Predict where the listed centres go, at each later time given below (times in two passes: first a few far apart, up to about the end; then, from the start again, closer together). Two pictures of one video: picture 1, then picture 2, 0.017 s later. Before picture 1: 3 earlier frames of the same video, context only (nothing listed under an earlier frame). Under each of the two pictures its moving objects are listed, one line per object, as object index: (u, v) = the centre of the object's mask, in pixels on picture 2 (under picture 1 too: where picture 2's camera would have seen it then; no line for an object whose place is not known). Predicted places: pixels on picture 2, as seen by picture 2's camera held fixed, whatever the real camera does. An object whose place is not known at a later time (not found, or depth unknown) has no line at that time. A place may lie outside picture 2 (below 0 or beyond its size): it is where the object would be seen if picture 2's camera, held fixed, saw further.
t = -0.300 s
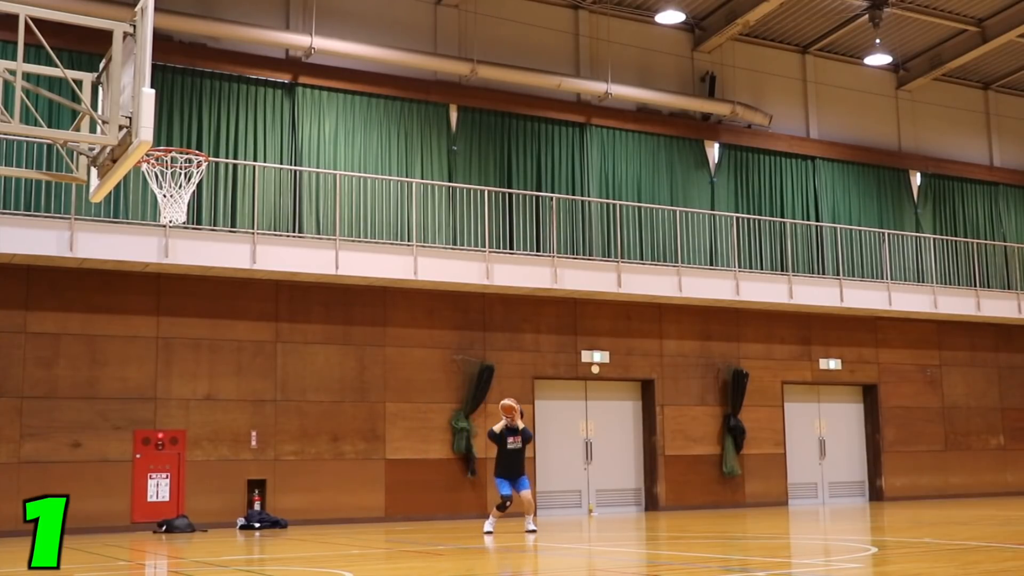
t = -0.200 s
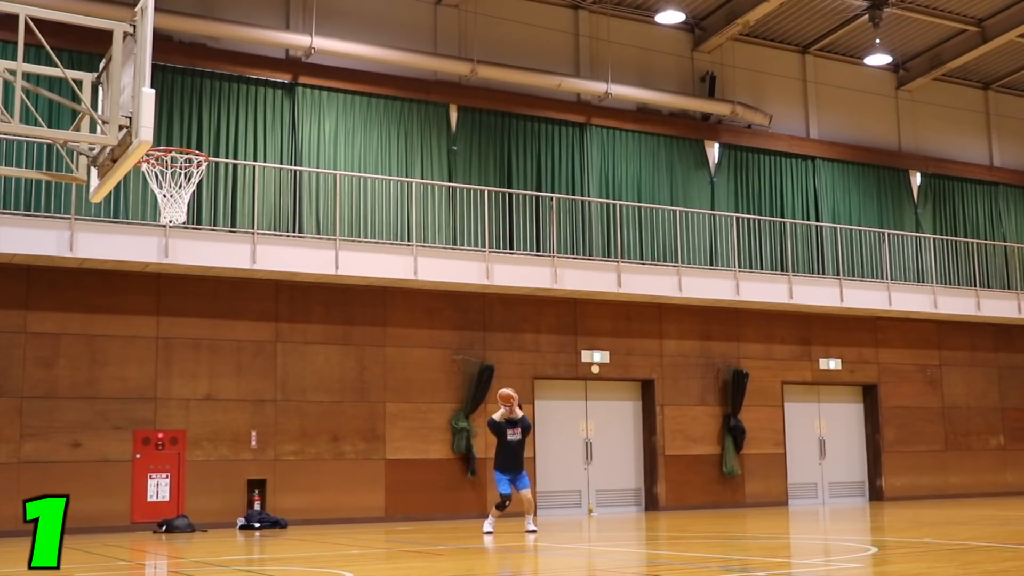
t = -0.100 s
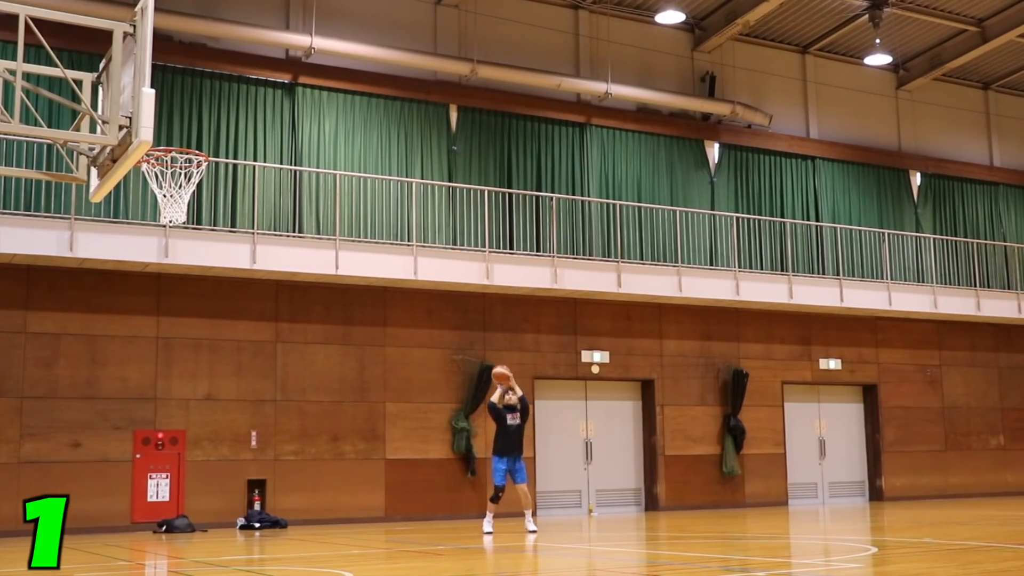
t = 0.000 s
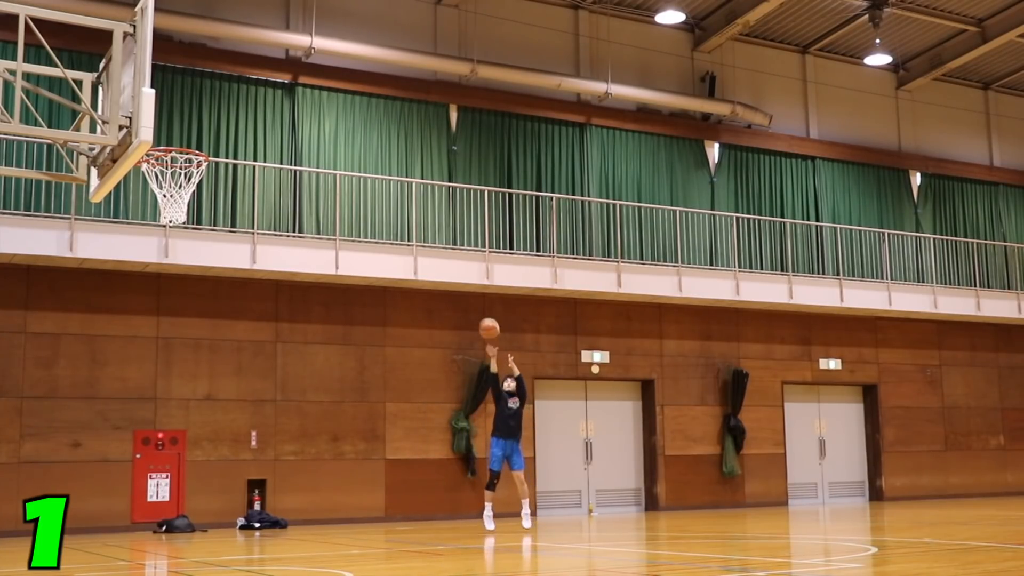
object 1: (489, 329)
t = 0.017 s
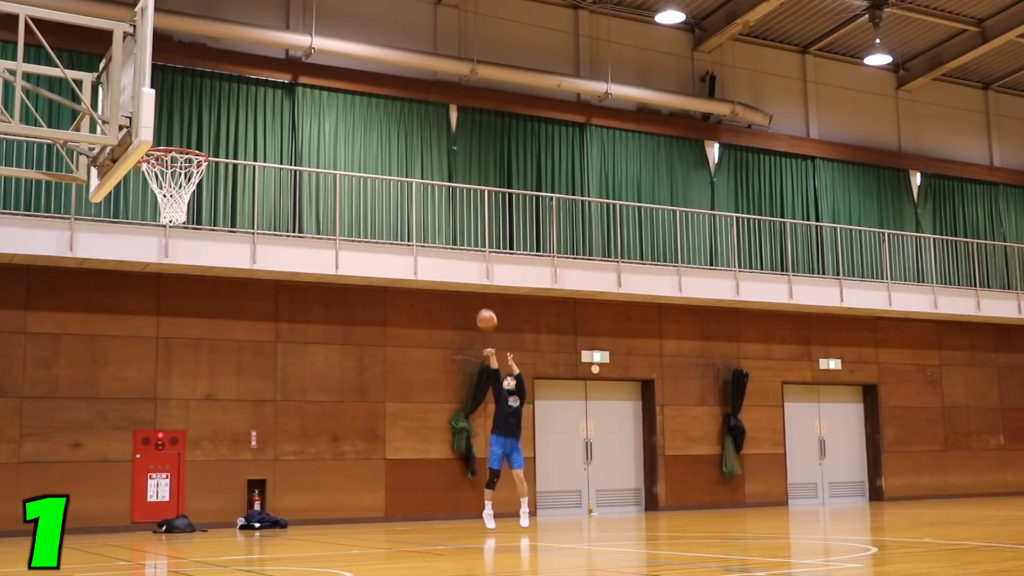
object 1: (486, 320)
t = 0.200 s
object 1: (454, 230)
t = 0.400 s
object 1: (415, 152)
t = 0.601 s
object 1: (371, 101)
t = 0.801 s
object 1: (318, 82)
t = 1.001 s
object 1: (254, 105)
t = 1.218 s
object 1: (184, 124)
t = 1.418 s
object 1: (164, 94)
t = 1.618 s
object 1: (212, 117)
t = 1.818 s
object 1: (262, 193)
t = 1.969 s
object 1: (299, 289)
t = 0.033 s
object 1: (484, 311)
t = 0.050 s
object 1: (481, 302)
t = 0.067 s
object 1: (478, 295)
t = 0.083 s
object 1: (475, 286)
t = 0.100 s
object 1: (472, 277)
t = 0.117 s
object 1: (469, 269)
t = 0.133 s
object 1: (466, 260)
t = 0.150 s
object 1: (463, 252)
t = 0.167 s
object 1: (460, 244)
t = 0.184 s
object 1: (457, 237)
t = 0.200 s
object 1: (454, 230)
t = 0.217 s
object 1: (451, 222)
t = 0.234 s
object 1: (448, 214)
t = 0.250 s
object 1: (445, 207)
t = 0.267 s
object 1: (442, 201)
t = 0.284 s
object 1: (438, 194)
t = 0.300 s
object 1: (435, 188)
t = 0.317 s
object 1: (432, 180)
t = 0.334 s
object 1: (429, 175)
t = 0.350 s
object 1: (426, 169)
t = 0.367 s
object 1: (422, 163)
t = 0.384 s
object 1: (419, 157)
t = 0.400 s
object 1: (415, 152)
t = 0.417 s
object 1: (412, 147)
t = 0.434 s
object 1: (408, 142)
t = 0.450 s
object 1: (405, 137)
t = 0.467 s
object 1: (401, 132)
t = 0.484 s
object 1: (397, 127)
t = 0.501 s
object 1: (394, 123)
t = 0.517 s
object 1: (390, 118)
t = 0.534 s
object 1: (386, 115)
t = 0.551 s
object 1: (383, 111)
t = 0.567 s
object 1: (378, 107)
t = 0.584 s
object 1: (375, 104)
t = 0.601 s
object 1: (371, 101)
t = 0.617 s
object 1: (366, 98)
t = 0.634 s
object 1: (362, 95)
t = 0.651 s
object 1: (358, 93)
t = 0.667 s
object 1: (354, 90)
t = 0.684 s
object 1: (350, 89)
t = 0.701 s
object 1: (345, 87)
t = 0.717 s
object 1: (341, 85)
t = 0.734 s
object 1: (337, 84)
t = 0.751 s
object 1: (332, 83)
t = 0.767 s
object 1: (327, 82)
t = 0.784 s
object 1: (323, 82)
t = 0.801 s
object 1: (318, 82)
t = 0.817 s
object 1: (313, 82)
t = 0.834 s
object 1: (308, 83)
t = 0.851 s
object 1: (303, 83)
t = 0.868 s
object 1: (298, 85)
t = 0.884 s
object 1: (293, 86)
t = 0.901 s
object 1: (288, 88)
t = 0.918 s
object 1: (282, 90)
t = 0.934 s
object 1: (277, 92)
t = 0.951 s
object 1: (271, 95)
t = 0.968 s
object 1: (265, 98)
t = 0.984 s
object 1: (260, 101)
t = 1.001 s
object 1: (254, 105)
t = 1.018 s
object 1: (247, 109)
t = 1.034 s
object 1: (242, 113)
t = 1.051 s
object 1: (235, 118)
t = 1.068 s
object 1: (229, 124)
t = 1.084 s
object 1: (222, 130)
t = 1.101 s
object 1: (216, 136)
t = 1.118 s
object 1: (210, 142)
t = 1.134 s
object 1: (205, 146)
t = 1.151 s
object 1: (200, 141)
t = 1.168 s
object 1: (196, 137)
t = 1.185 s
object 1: (191, 133)
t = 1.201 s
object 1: (188, 129)
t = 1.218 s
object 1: (184, 124)
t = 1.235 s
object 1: (180, 119)
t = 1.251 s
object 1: (177, 116)
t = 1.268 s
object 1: (172, 112)
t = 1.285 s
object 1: (169, 109)
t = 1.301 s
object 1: (167, 106)
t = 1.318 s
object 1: (165, 103)
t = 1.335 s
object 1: (162, 101)
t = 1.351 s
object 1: (161, 99)
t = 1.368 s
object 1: (159, 96)
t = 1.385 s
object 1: (161, 95)
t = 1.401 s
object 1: (162, 94)
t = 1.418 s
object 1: (164, 94)
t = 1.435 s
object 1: (167, 94)
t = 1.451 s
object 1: (170, 94)
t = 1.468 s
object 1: (173, 95)
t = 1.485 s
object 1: (178, 96)
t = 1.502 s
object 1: (182, 97)
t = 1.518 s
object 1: (186, 99)
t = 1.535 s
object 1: (190, 101)
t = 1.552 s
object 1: (195, 103)
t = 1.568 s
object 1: (199, 106)
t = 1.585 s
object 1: (204, 110)
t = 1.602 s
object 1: (208, 113)
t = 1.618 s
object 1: (212, 117)
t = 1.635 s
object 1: (216, 121)
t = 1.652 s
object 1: (220, 126)
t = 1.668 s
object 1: (224, 131)
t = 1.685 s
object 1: (229, 136)
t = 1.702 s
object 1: (232, 141)
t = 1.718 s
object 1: (237, 148)
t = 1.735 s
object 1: (241, 154)
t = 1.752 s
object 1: (246, 161)
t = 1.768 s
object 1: (249, 169)
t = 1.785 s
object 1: (254, 176)
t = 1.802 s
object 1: (258, 184)
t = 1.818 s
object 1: (262, 193)
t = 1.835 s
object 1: (266, 202)
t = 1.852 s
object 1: (270, 211)
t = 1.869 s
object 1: (274, 220)
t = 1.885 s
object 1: (279, 230)
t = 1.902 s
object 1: (283, 240)
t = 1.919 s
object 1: (287, 251)
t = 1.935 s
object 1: (291, 264)
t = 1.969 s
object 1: (299, 289)
